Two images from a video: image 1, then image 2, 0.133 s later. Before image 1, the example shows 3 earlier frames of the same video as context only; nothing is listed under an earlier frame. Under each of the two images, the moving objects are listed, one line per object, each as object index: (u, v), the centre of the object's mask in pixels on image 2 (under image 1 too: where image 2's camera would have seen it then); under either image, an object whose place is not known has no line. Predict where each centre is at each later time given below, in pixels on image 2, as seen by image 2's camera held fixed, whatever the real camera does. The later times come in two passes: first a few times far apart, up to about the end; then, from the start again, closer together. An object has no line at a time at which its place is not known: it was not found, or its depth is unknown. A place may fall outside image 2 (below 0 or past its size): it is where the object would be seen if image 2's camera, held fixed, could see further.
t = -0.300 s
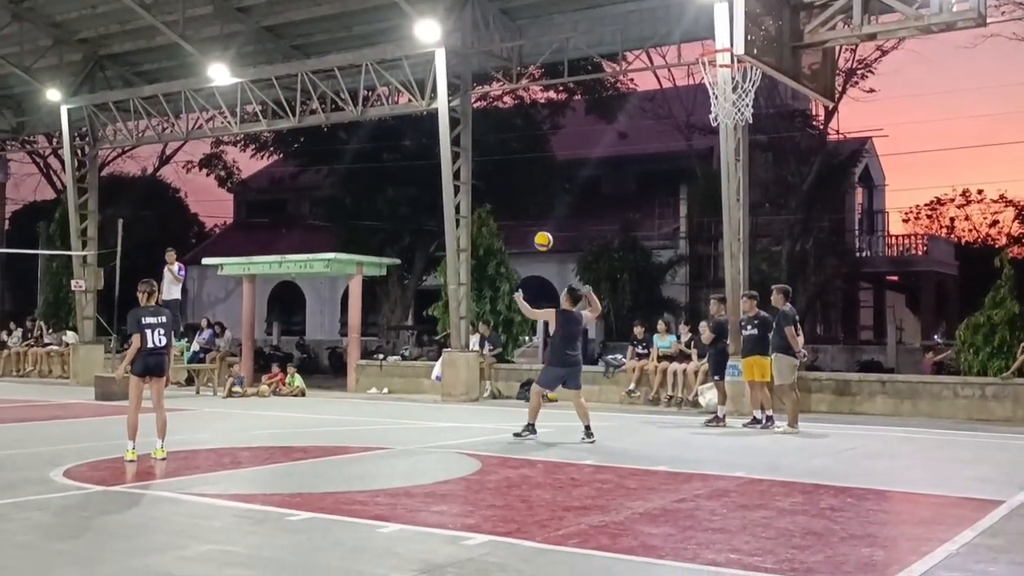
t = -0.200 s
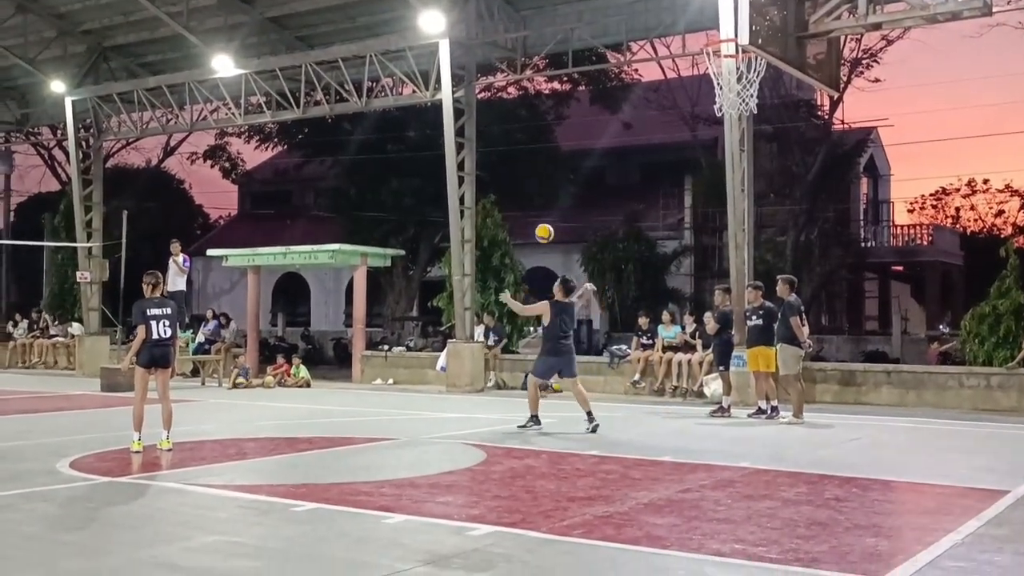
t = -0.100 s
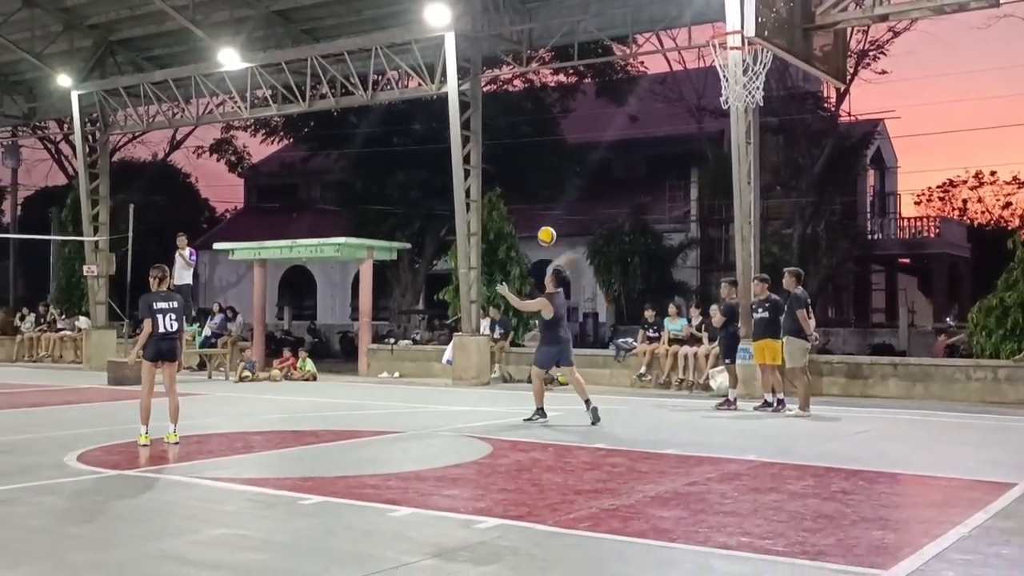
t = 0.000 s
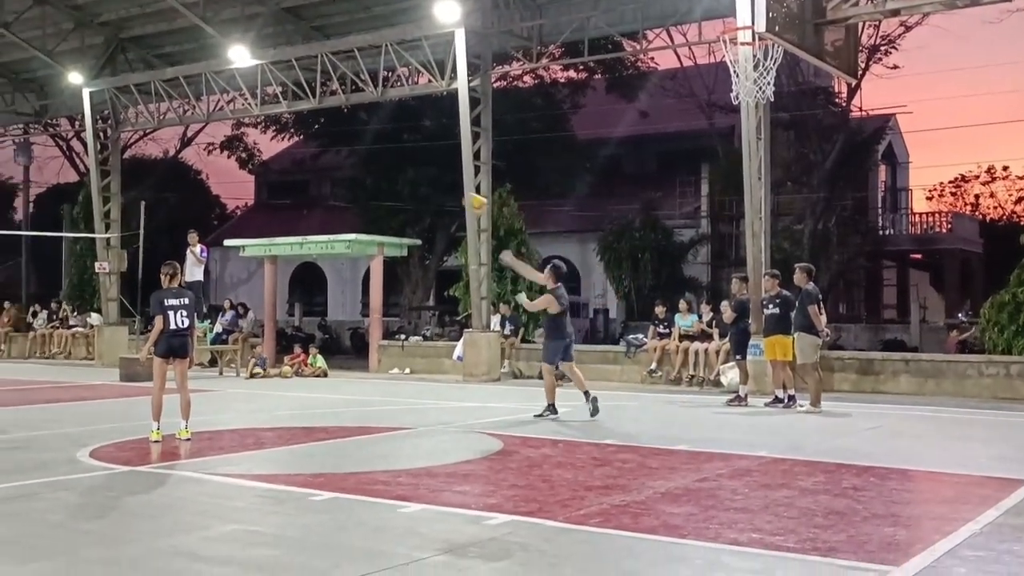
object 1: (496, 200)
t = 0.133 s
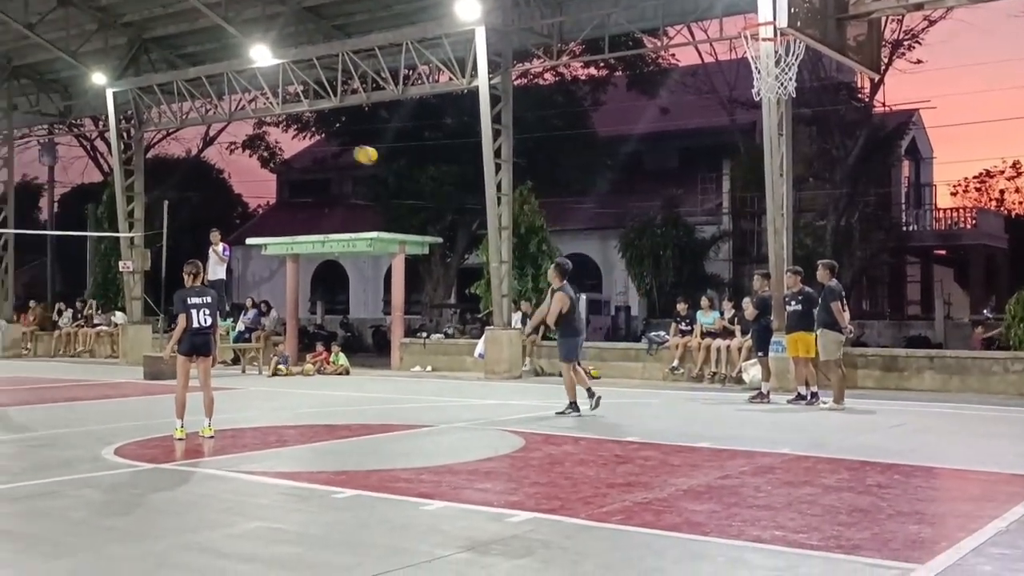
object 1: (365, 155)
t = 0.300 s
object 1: (231, 123)
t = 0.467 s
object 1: (114, 114)
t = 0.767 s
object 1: (-42, 145)
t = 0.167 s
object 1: (336, 147)
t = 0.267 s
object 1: (257, 127)
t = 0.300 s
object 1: (231, 123)
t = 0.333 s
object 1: (204, 119)
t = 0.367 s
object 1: (181, 117)
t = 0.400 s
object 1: (158, 115)
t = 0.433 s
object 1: (136, 115)
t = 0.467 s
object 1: (114, 114)
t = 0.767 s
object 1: (-42, 145)
